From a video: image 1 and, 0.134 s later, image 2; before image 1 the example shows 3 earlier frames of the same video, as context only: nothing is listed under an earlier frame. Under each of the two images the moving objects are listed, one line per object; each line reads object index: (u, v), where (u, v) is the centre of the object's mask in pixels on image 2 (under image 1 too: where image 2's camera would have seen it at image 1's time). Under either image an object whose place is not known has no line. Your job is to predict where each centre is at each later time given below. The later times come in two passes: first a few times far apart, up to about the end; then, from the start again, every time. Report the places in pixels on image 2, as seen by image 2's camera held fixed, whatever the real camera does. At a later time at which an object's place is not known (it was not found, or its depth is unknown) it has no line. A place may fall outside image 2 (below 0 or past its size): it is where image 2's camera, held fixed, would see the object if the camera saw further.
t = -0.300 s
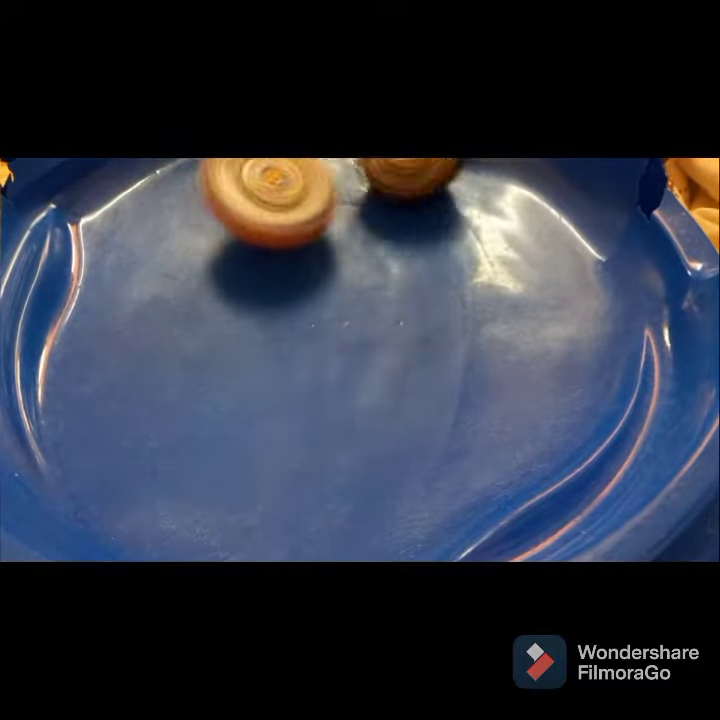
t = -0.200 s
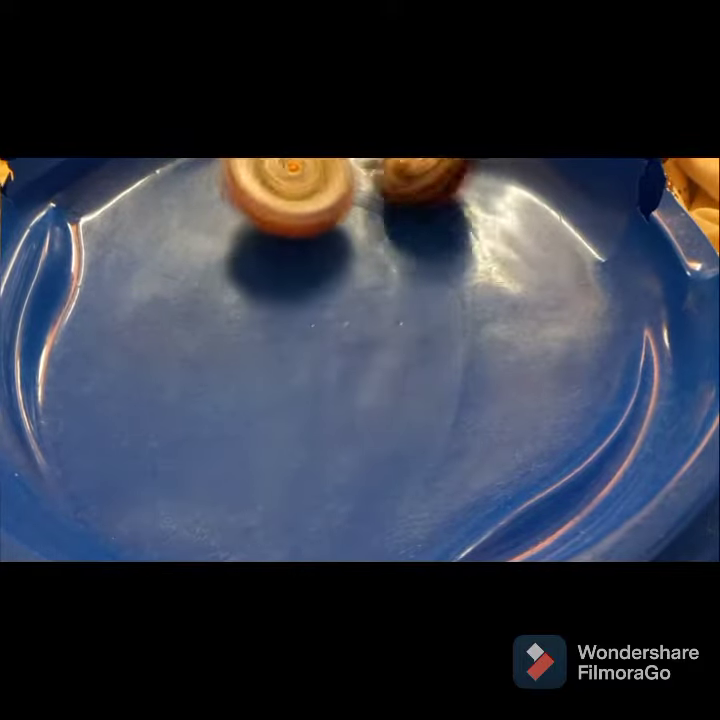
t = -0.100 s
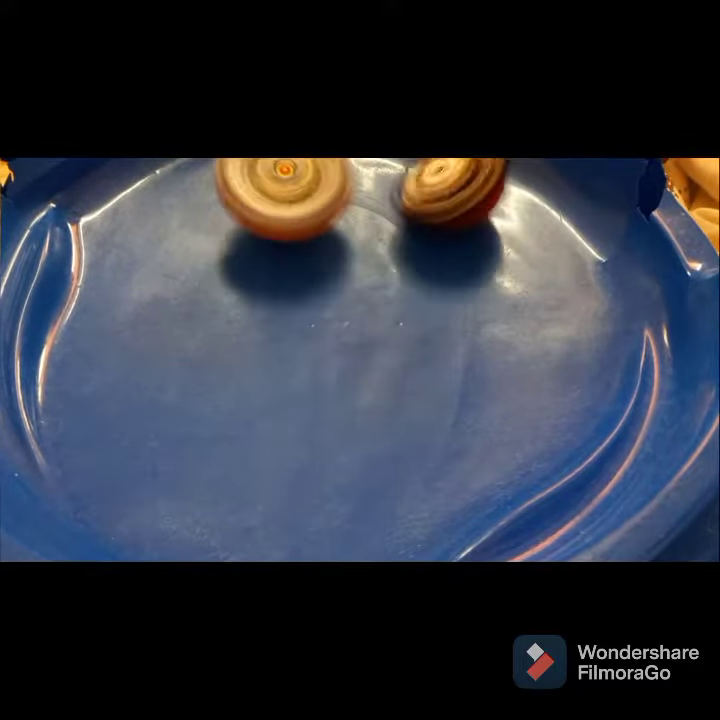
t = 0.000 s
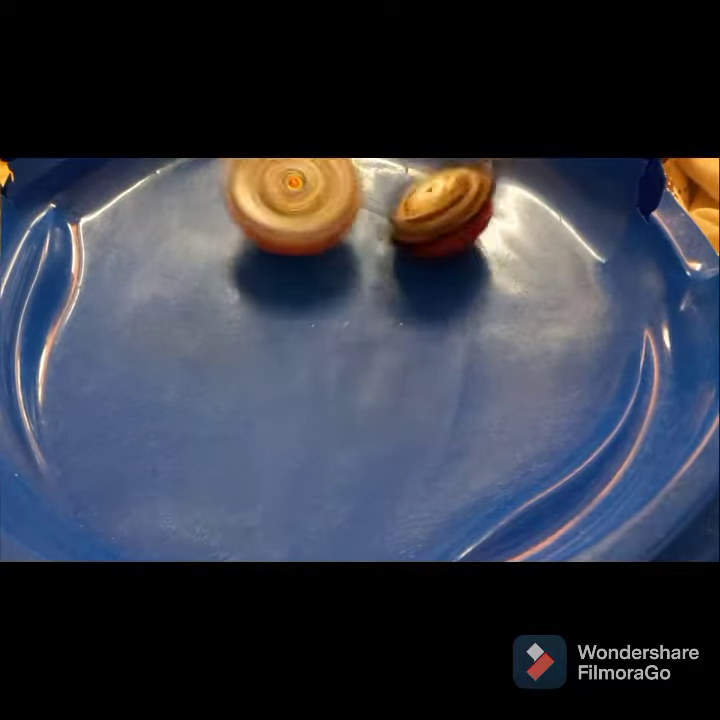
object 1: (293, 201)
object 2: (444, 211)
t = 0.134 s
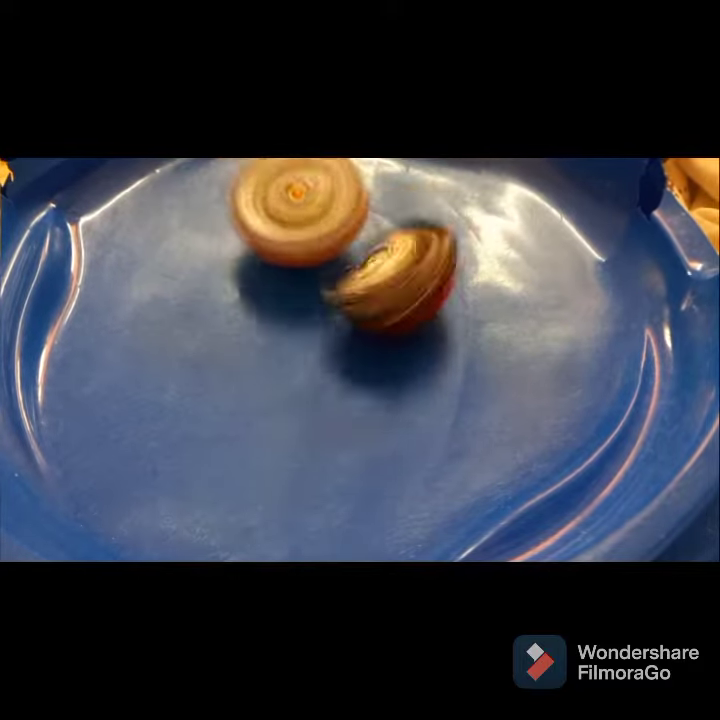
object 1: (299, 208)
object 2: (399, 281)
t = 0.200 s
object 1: (305, 214)
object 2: (371, 323)
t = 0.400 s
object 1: (378, 262)
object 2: (299, 412)
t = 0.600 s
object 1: (437, 301)
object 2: (287, 381)
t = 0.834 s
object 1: (521, 309)
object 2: (227, 285)
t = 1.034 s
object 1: (501, 309)
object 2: (278, 229)
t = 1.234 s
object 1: (445, 299)
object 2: (353, 220)
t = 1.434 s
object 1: (353, 288)
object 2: (377, 204)
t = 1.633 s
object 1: (281, 275)
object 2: (379, 212)
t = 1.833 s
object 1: (243, 255)
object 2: (376, 217)
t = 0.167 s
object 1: (301, 210)
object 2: (383, 304)
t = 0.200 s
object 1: (305, 214)
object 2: (371, 323)
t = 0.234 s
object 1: (314, 220)
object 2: (357, 349)
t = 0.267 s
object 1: (323, 227)
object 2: (343, 369)
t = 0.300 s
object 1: (335, 237)
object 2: (333, 387)
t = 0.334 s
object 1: (348, 246)
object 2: (321, 402)
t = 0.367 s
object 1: (364, 255)
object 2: (306, 413)
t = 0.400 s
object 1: (378, 262)
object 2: (299, 412)
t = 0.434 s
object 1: (391, 271)
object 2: (294, 415)
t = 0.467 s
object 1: (403, 278)
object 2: (286, 411)
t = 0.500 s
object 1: (415, 284)
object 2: (289, 408)
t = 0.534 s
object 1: (422, 290)
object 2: (285, 398)
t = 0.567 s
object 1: (431, 296)
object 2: (288, 392)
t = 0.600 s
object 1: (437, 301)
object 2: (287, 381)
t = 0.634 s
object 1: (443, 306)
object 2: (292, 375)
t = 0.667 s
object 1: (469, 310)
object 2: (268, 359)
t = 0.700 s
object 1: (493, 307)
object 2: (252, 340)
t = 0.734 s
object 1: (508, 306)
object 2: (234, 327)
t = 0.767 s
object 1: (518, 307)
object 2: (223, 309)
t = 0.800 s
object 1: (520, 308)
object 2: (227, 296)
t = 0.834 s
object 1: (521, 309)
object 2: (227, 285)
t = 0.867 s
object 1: (520, 309)
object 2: (231, 266)
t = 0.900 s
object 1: (519, 308)
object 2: (239, 256)
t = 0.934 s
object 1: (517, 309)
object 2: (247, 254)
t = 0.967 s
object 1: (514, 310)
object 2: (254, 241)
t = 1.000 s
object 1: (509, 308)
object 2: (264, 233)
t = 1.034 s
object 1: (501, 309)
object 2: (278, 229)
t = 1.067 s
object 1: (494, 309)
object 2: (292, 226)
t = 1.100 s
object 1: (489, 307)
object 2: (301, 223)
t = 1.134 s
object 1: (482, 305)
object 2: (313, 221)
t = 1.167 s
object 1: (471, 304)
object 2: (324, 222)
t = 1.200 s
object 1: (459, 302)
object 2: (338, 223)
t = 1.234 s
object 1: (445, 299)
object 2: (353, 220)
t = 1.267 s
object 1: (429, 297)
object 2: (364, 213)
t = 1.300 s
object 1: (413, 292)
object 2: (373, 208)
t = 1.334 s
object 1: (397, 288)
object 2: (378, 206)
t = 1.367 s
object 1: (383, 287)
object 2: (379, 204)
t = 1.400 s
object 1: (368, 289)
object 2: (379, 204)
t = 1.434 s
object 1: (353, 288)
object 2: (377, 204)
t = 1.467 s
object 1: (341, 286)
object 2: (376, 205)
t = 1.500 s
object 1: (328, 283)
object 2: (376, 205)
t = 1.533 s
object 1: (317, 280)
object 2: (378, 206)
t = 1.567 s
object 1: (304, 278)
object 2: (379, 207)
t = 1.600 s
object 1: (293, 276)
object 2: (379, 209)
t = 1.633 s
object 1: (281, 275)
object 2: (379, 212)
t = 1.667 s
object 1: (271, 272)
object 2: (380, 214)
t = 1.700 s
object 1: (261, 268)
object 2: (380, 216)
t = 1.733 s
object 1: (252, 265)
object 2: (378, 217)
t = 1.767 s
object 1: (249, 262)
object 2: (377, 216)
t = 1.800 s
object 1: (244, 258)
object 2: (375, 217)
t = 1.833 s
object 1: (243, 255)
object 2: (376, 217)
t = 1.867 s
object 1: (245, 252)
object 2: (377, 217)
